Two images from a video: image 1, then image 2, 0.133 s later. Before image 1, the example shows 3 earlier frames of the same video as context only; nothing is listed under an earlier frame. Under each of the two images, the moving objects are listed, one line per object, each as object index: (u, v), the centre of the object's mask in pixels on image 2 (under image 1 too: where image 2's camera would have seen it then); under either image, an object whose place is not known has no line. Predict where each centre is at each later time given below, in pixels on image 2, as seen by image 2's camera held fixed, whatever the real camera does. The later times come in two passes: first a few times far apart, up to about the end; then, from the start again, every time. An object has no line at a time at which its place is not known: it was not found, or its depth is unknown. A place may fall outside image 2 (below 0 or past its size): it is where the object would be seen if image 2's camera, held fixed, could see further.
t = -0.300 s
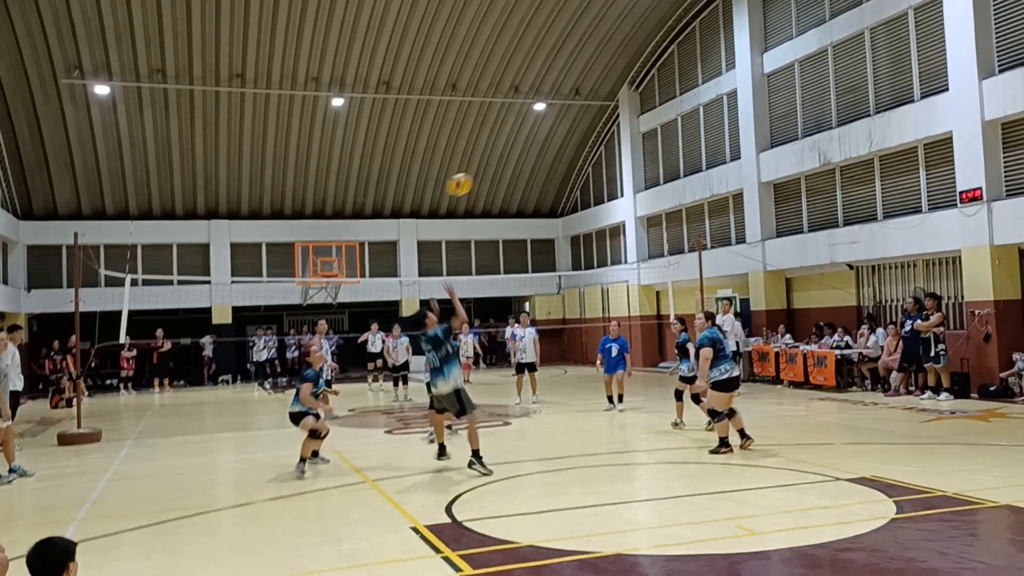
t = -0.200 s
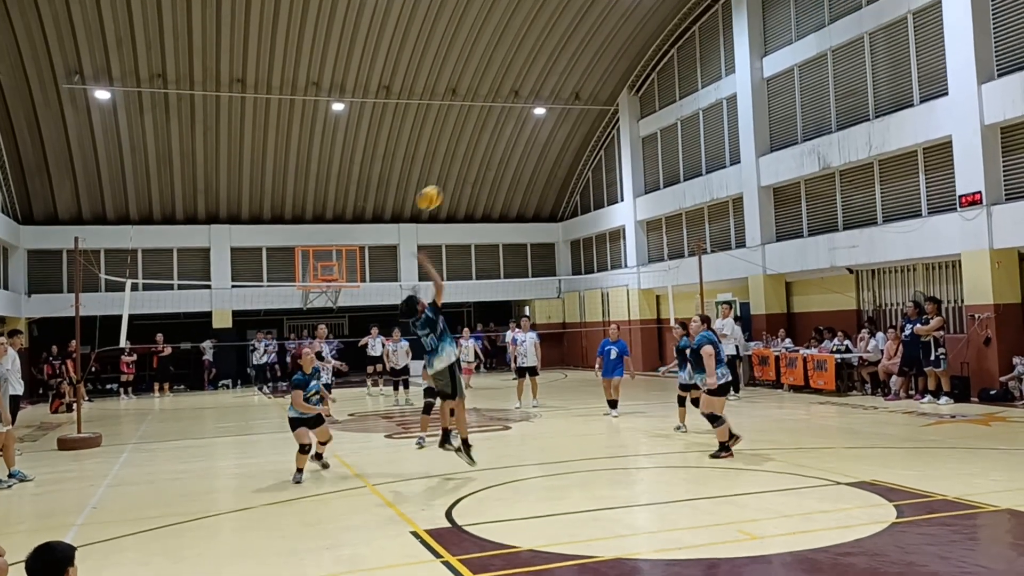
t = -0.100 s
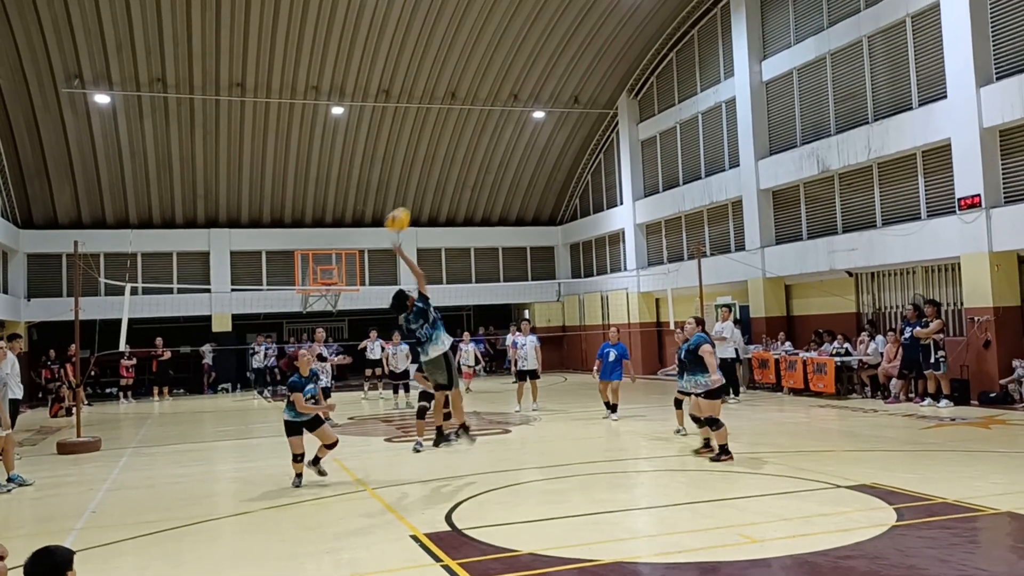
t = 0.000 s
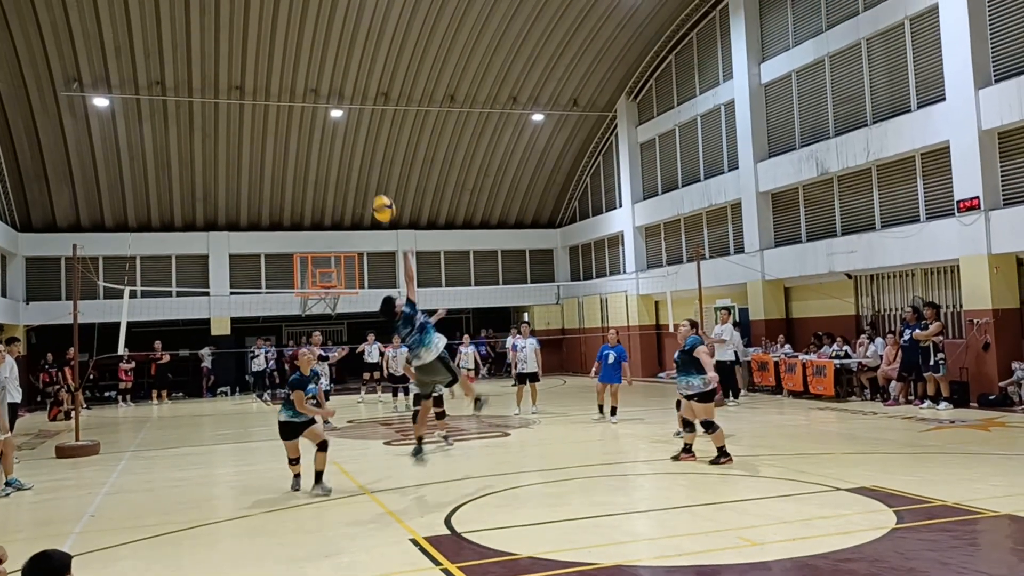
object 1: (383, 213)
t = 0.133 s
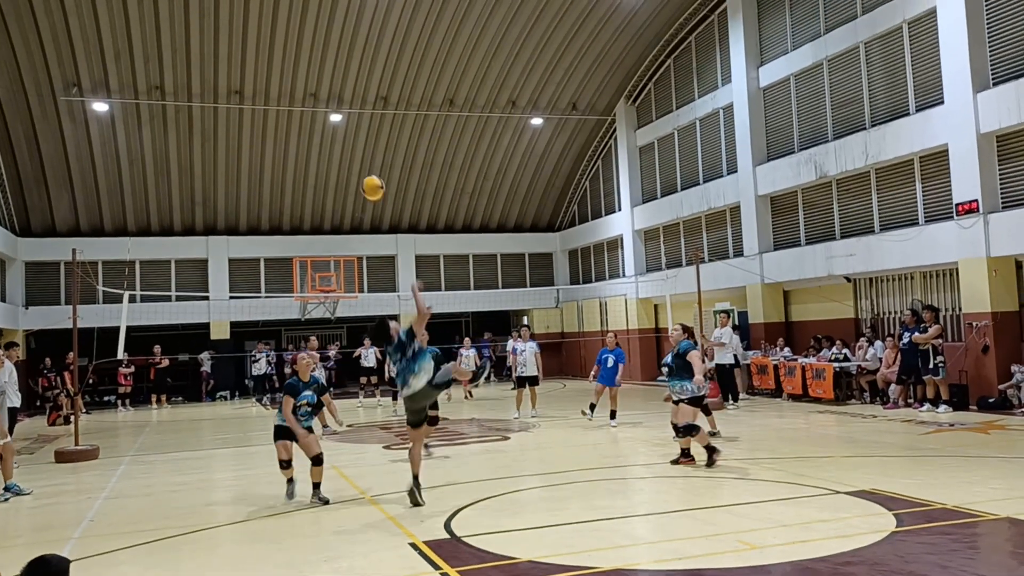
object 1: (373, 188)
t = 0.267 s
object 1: (363, 181)
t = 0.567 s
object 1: (343, 244)
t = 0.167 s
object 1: (370, 184)
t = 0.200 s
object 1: (368, 182)
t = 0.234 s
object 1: (366, 181)
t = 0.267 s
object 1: (363, 181)
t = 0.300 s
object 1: (361, 183)
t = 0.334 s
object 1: (358, 186)
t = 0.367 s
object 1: (357, 190)
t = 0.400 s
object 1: (354, 196)
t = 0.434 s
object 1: (352, 203)
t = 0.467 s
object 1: (350, 211)
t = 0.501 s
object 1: (348, 220)
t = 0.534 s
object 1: (346, 231)
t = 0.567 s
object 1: (343, 244)
